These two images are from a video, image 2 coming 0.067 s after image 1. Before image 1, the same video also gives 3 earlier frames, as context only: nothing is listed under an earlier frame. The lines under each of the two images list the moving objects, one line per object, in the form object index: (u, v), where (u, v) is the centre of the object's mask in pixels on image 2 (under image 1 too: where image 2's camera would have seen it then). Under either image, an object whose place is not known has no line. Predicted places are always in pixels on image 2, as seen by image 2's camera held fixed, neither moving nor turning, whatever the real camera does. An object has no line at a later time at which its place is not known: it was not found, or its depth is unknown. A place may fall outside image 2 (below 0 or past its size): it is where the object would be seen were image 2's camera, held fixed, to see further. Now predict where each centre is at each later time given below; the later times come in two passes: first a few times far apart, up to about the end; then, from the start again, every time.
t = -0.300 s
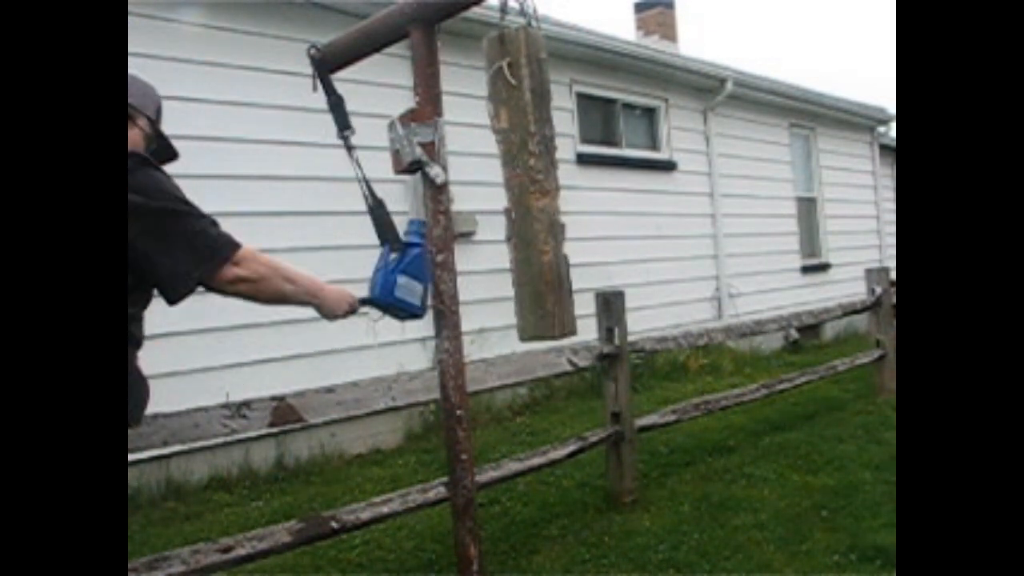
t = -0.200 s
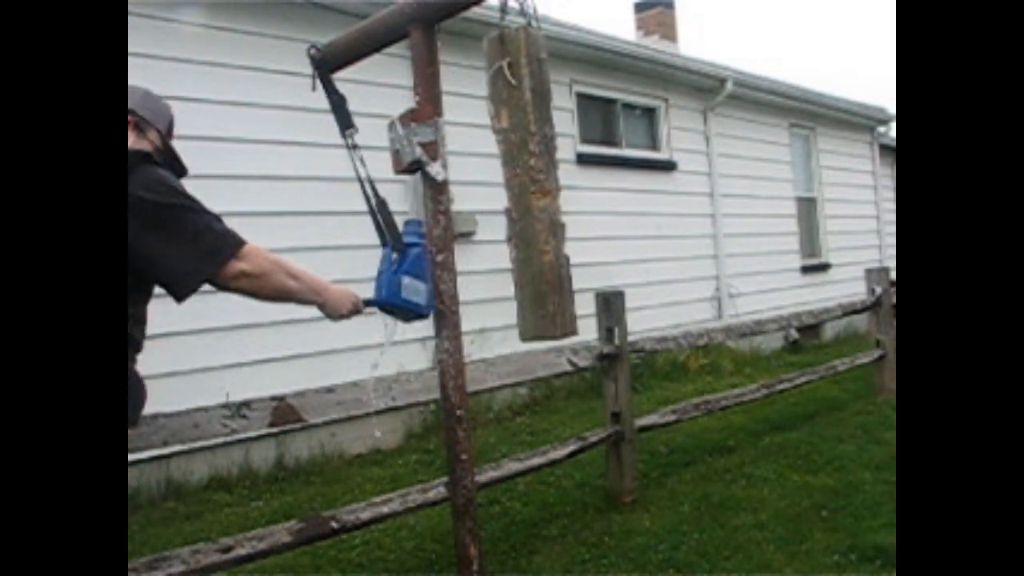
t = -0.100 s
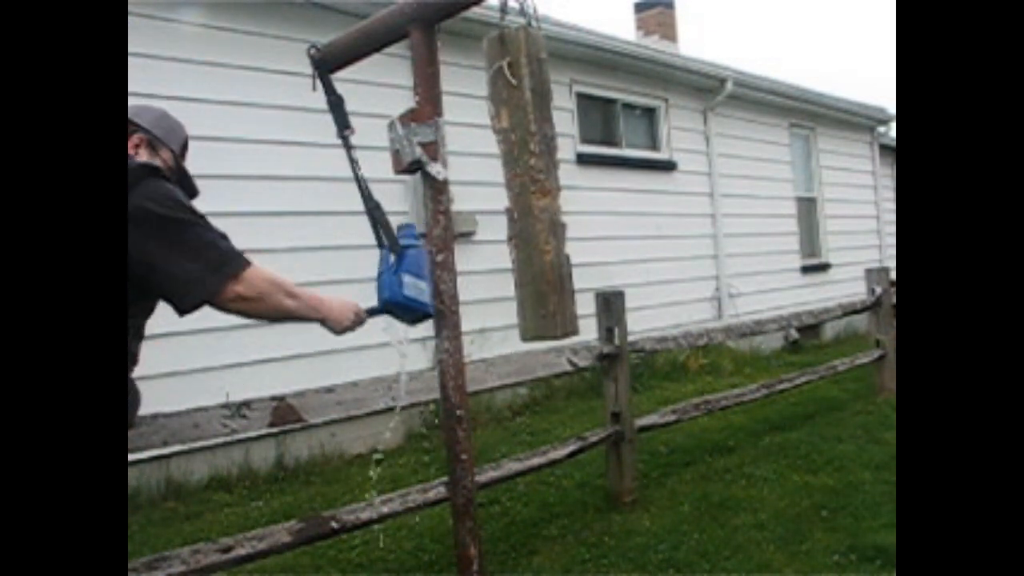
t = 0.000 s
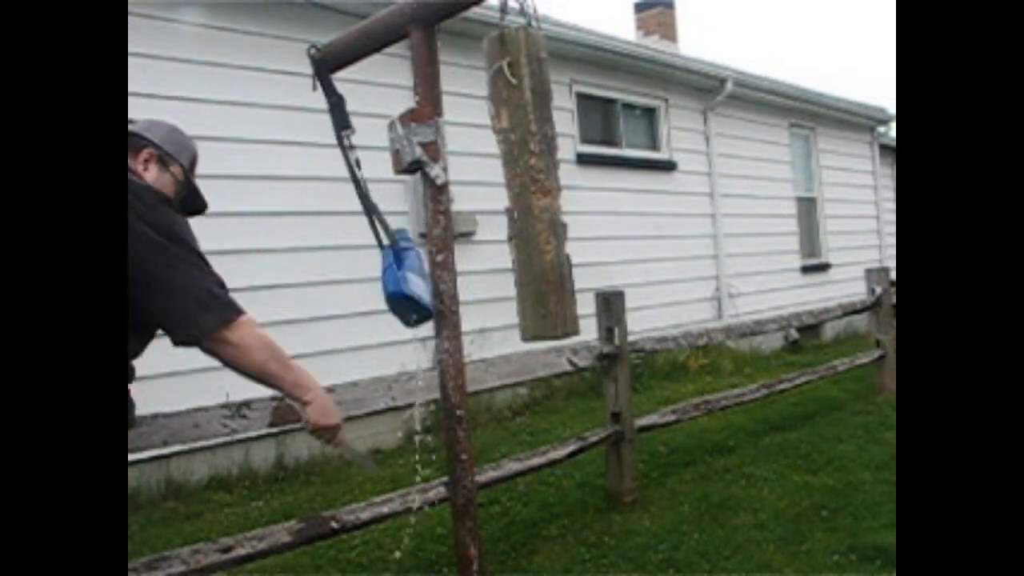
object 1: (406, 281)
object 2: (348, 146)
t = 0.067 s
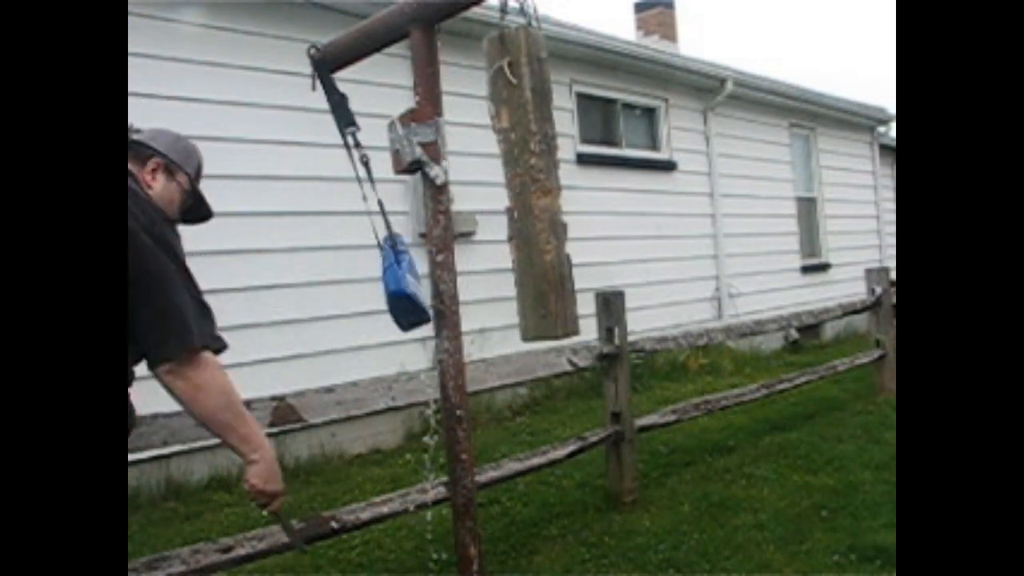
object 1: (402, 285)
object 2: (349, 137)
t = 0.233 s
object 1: (375, 294)
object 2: (340, 142)
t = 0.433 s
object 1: (321, 300)
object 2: (320, 151)
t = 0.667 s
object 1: (272, 297)
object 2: (299, 158)
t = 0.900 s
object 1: (270, 296)
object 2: (298, 160)
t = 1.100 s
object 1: (305, 298)
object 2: (312, 161)
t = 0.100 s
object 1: (399, 287)
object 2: (346, 132)
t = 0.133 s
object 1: (395, 289)
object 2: (344, 136)
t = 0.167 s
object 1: (389, 291)
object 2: (343, 142)
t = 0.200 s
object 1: (382, 293)
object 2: (341, 142)
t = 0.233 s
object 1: (375, 294)
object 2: (340, 142)
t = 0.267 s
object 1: (367, 295)
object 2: (337, 143)
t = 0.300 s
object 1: (358, 296)
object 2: (334, 145)
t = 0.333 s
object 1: (349, 298)
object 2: (331, 148)
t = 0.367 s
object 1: (339, 298)
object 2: (327, 149)
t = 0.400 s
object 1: (330, 299)
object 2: (324, 150)
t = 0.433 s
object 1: (321, 300)
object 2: (320, 151)
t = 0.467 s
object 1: (312, 299)
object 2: (317, 154)
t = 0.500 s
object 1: (303, 299)
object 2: (313, 154)
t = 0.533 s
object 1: (295, 299)
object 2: (310, 154)
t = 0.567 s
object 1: (288, 298)
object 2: (307, 155)
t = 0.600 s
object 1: (282, 298)
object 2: (304, 156)
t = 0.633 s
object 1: (276, 297)
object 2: (301, 157)
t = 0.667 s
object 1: (272, 297)
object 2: (299, 158)
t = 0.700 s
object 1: (268, 296)
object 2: (298, 157)
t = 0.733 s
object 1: (266, 296)
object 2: (297, 158)
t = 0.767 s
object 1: (265, 295)
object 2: (296, 159)
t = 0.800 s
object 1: (265, 296)
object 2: (296, 160)
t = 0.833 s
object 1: (266, 295)
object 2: (296, 160)
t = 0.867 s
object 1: (268, 296)
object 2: (297, 161)
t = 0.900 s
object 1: (270, 296)
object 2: (298, 160)
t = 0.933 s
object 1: (275, 296)
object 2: (300, 160)
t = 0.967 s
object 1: (279, 297)
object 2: (301, 161)
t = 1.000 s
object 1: (285, 297)
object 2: (304, 161)
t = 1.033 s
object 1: (291, 297)
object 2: (306, 159)
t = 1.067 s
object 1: (297, 298)
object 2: (309, 160)
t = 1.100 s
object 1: (305, 298)
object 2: (312, 161)
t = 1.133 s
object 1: (312, 298)
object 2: (314, 160)
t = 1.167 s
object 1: (319, 298)
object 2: (317, 160)
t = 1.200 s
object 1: (327, 297)
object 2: (321, 160)
